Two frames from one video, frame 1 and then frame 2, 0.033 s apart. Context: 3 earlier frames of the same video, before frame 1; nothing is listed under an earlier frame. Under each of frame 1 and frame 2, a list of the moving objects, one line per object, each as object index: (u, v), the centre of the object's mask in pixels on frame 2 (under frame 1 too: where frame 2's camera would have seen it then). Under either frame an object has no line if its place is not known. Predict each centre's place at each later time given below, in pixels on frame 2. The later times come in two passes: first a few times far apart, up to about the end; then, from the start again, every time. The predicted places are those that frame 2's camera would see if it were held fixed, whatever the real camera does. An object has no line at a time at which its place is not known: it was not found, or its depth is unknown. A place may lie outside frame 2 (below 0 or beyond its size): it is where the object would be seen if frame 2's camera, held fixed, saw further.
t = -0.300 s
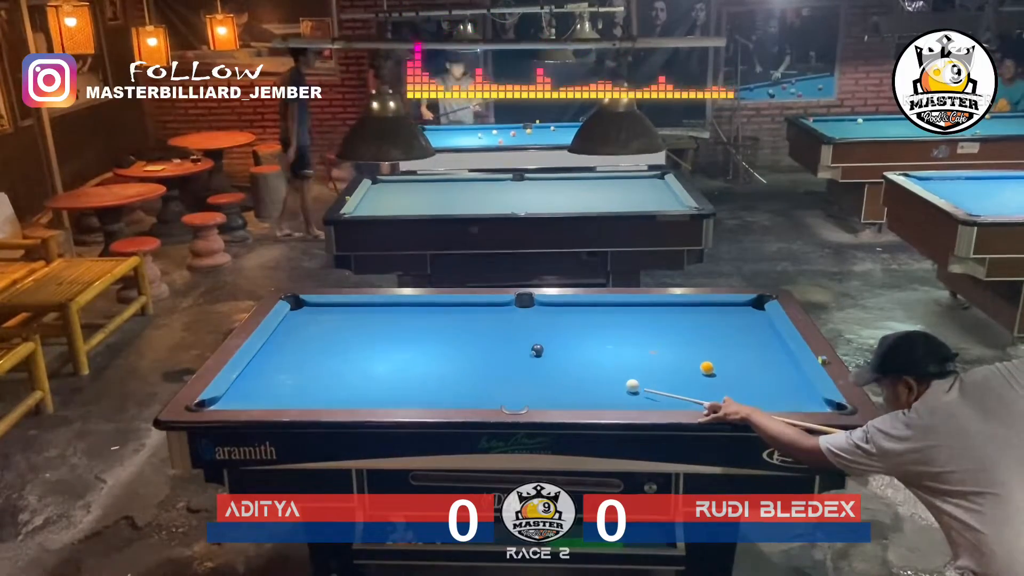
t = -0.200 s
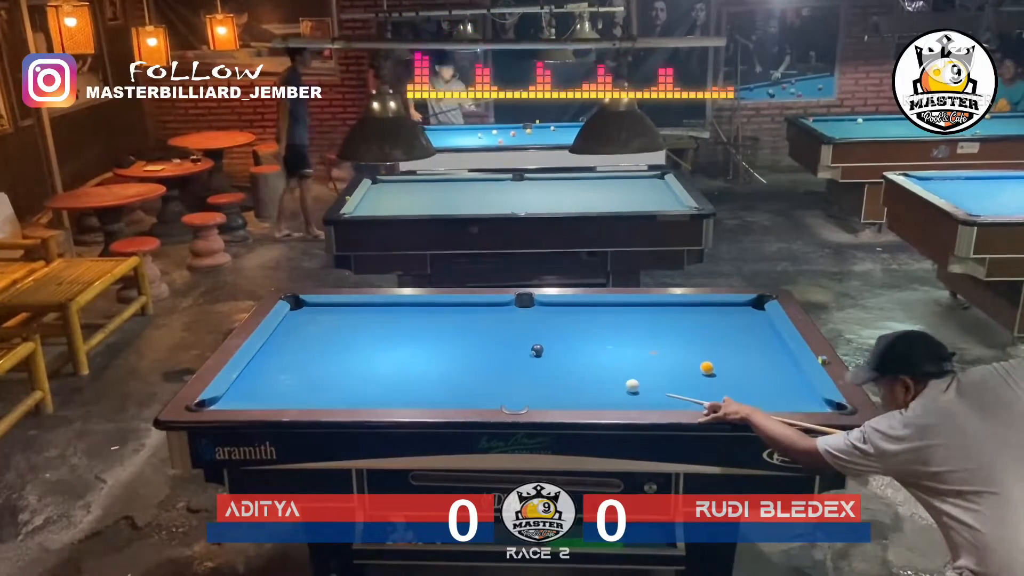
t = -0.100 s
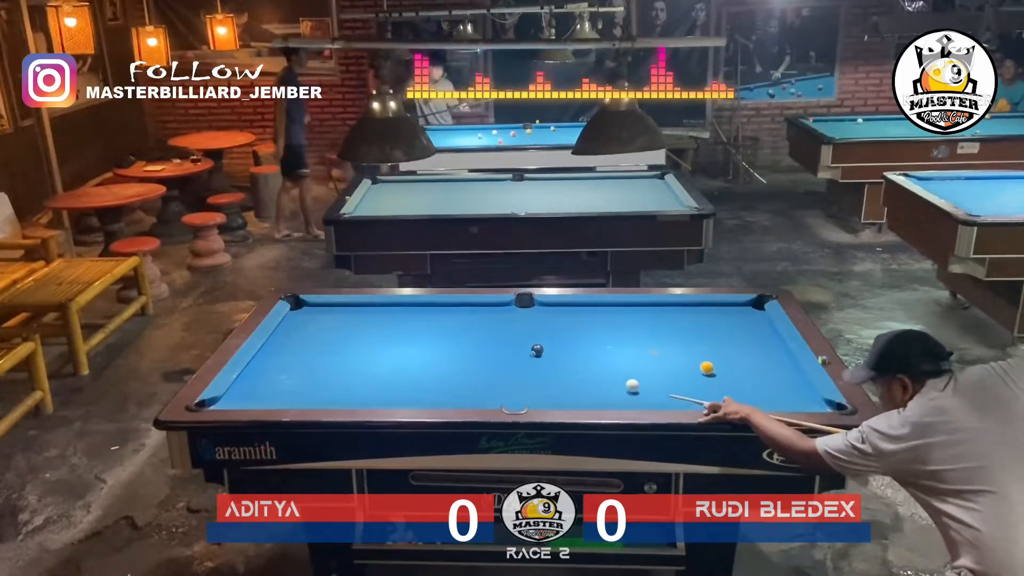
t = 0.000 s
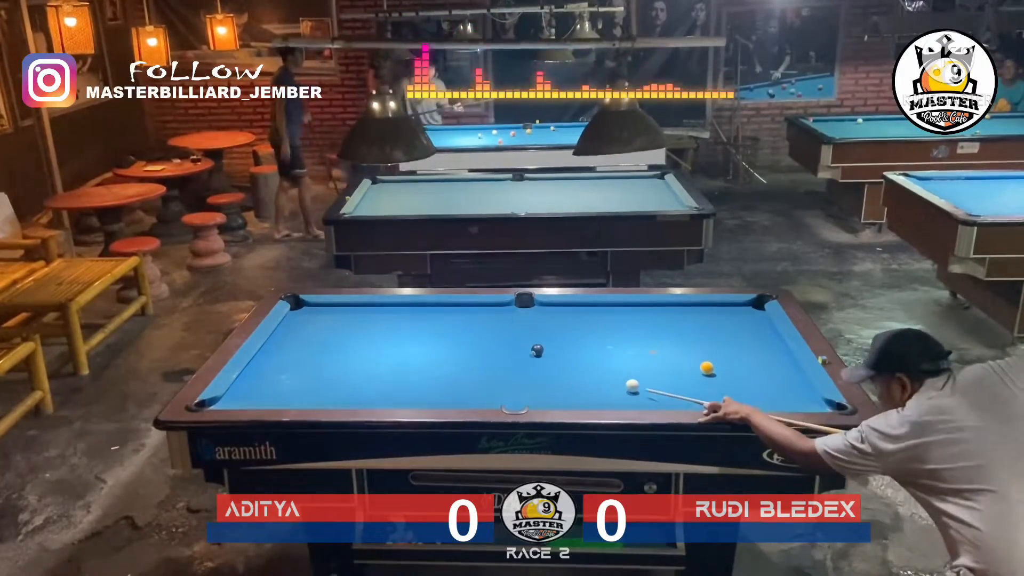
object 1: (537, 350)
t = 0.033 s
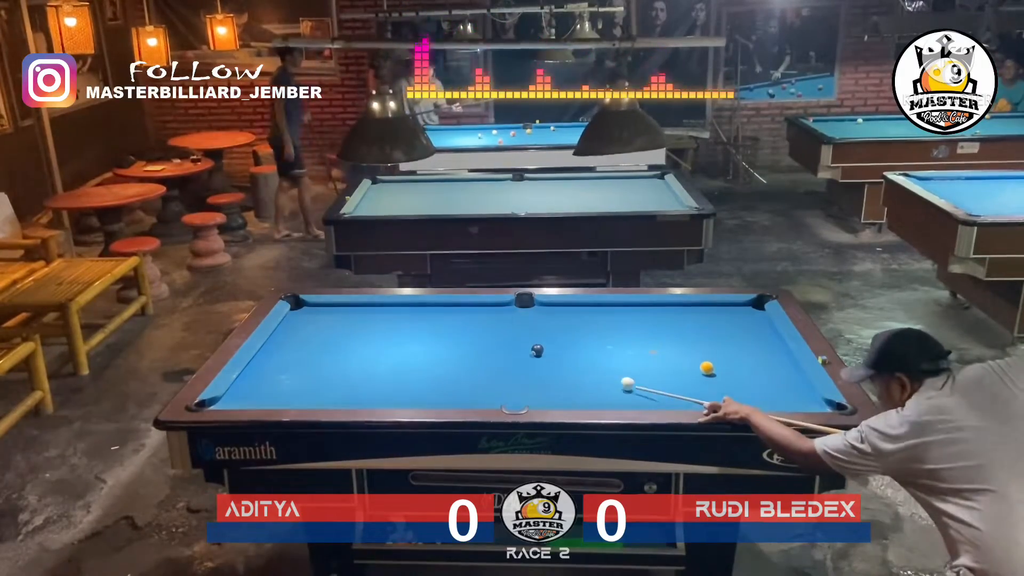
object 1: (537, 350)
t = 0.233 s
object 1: (537, 350)
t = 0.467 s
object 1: (534, 341)
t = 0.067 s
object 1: (537, 350)
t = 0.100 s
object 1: (537, 350)
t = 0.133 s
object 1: (537, 350)
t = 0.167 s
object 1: (537, 350)
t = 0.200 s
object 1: (537, 350)
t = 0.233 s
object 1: (537, 350)
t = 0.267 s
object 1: (537, 350)
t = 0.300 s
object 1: (536, 347)
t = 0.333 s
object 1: (537, 347)
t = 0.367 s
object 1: (536, 346)
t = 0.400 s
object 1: (535, 344)
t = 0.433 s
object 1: (535, 343)
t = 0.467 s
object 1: (534, 341)
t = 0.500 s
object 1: (533, 339)
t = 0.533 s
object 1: (533, 337)
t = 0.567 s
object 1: (533, 336)
